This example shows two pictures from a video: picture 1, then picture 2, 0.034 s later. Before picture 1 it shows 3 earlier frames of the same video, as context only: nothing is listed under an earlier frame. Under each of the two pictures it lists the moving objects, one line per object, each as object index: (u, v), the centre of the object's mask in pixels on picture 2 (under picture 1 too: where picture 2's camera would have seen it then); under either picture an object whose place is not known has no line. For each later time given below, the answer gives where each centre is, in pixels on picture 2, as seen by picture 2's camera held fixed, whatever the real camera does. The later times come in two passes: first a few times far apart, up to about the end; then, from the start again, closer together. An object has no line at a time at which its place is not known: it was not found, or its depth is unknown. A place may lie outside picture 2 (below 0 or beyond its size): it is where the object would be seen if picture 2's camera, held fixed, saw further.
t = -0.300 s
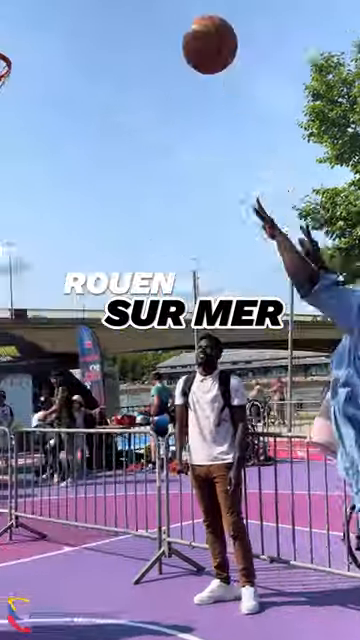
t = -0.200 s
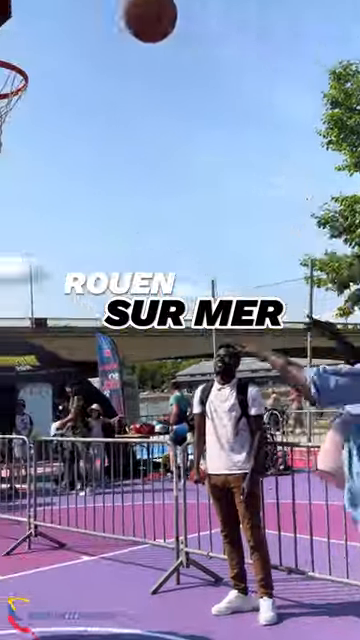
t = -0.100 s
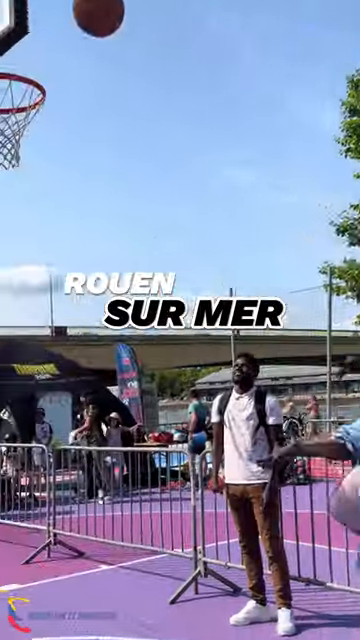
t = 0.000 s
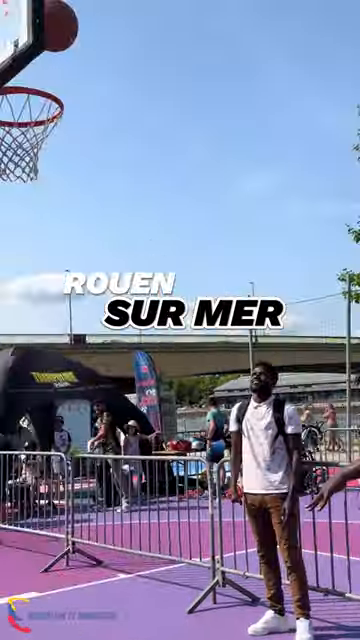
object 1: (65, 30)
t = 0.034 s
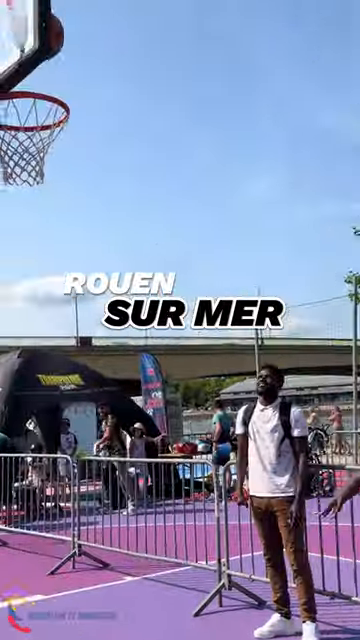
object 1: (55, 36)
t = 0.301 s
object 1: (14, 106)
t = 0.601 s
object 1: (89, 107)
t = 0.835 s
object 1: (153, 205)
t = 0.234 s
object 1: (4, 103)
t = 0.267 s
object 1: (9, 104)
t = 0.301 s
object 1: (14, 106)
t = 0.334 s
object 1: (18, 110)
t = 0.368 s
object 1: (27, 104)
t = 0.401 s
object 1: (36, 99)
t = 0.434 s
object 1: (44, 95)
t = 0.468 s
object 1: (53, 94)
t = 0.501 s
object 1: (62, 95)
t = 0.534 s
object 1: (71, 98)
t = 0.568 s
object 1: (80, 102)
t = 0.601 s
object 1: (89, 107)
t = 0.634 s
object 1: (98, 116)
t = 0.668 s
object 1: (107, 127)
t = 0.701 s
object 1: (116, 140)
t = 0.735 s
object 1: (126, 153)
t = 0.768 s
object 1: (135, 169)
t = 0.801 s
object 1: (144, 186)
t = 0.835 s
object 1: (153, 205)
